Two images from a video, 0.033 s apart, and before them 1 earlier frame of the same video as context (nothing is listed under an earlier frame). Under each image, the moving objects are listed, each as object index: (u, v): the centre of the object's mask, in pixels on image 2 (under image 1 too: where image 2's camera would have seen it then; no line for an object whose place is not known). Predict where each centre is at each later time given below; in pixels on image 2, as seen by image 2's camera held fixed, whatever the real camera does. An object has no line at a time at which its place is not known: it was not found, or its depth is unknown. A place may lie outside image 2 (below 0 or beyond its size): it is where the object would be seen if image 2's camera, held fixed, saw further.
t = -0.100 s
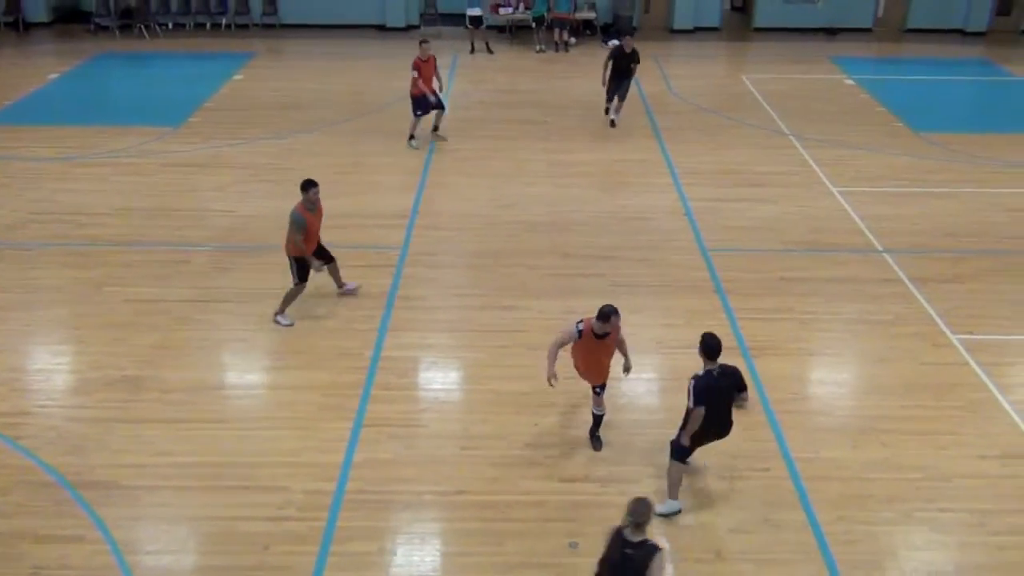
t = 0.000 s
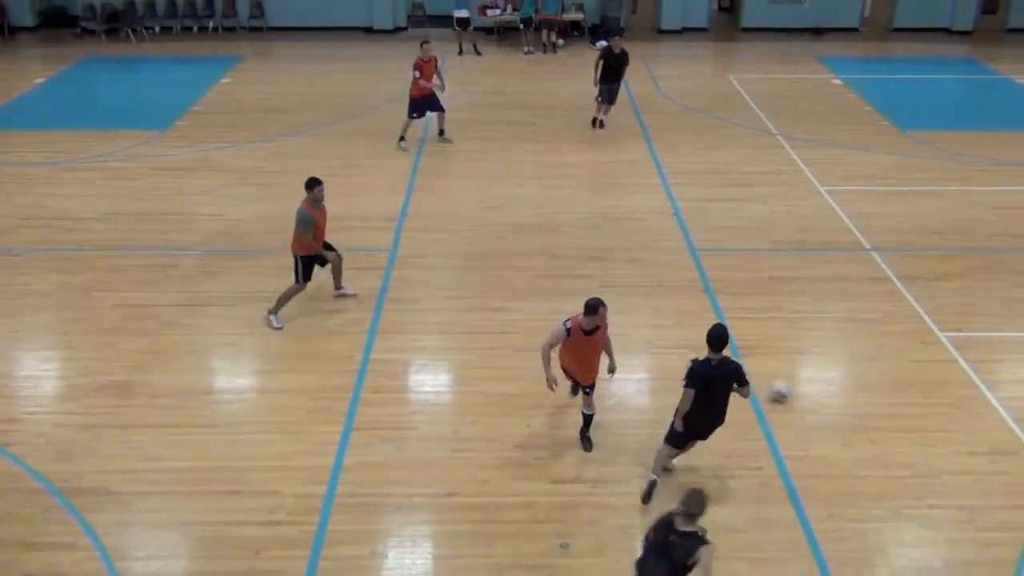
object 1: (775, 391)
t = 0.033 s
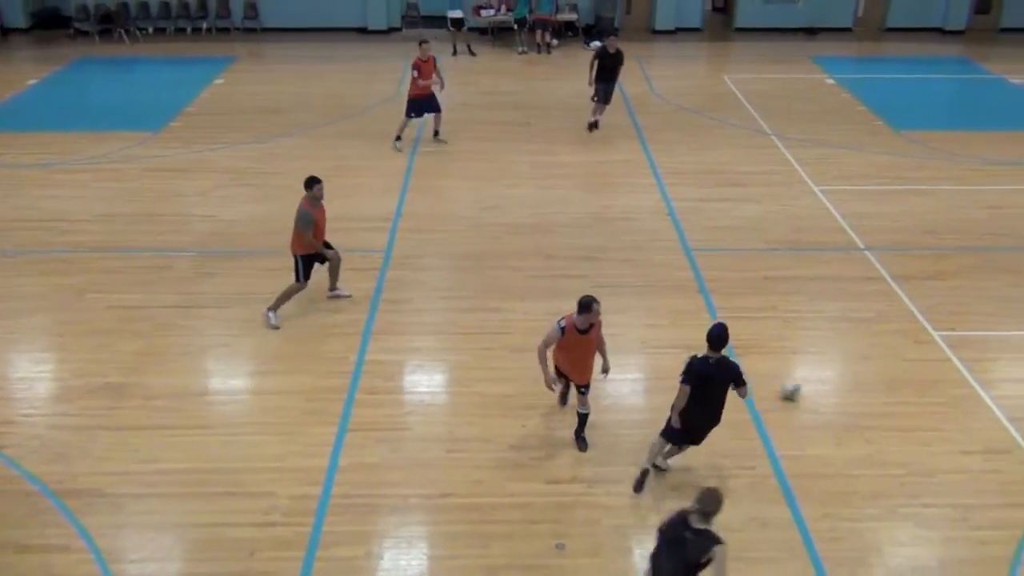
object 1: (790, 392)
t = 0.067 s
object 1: (805, 388)
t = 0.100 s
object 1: (823, 386)
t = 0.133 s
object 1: (838, 386)
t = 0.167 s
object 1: (855, 385)
